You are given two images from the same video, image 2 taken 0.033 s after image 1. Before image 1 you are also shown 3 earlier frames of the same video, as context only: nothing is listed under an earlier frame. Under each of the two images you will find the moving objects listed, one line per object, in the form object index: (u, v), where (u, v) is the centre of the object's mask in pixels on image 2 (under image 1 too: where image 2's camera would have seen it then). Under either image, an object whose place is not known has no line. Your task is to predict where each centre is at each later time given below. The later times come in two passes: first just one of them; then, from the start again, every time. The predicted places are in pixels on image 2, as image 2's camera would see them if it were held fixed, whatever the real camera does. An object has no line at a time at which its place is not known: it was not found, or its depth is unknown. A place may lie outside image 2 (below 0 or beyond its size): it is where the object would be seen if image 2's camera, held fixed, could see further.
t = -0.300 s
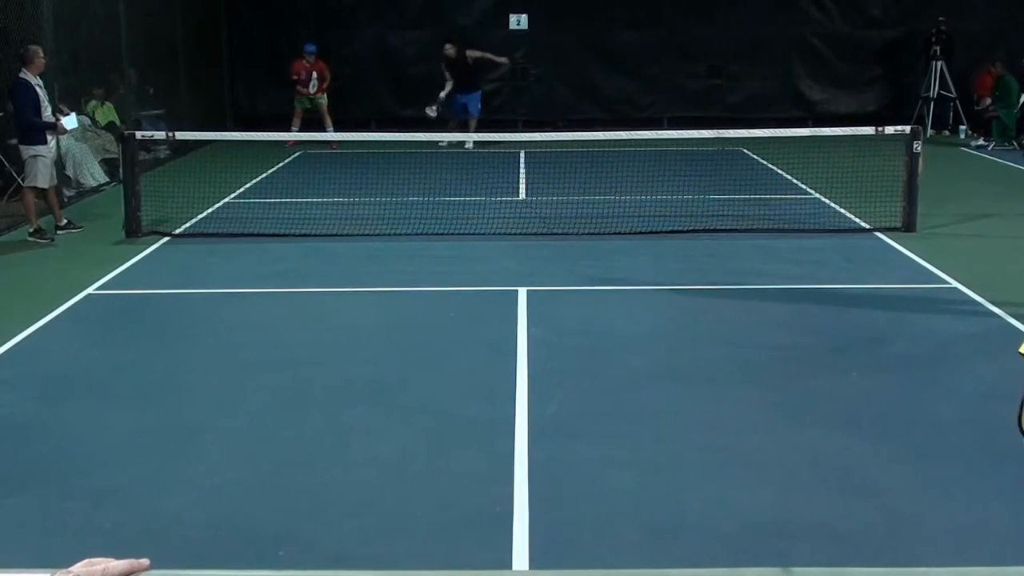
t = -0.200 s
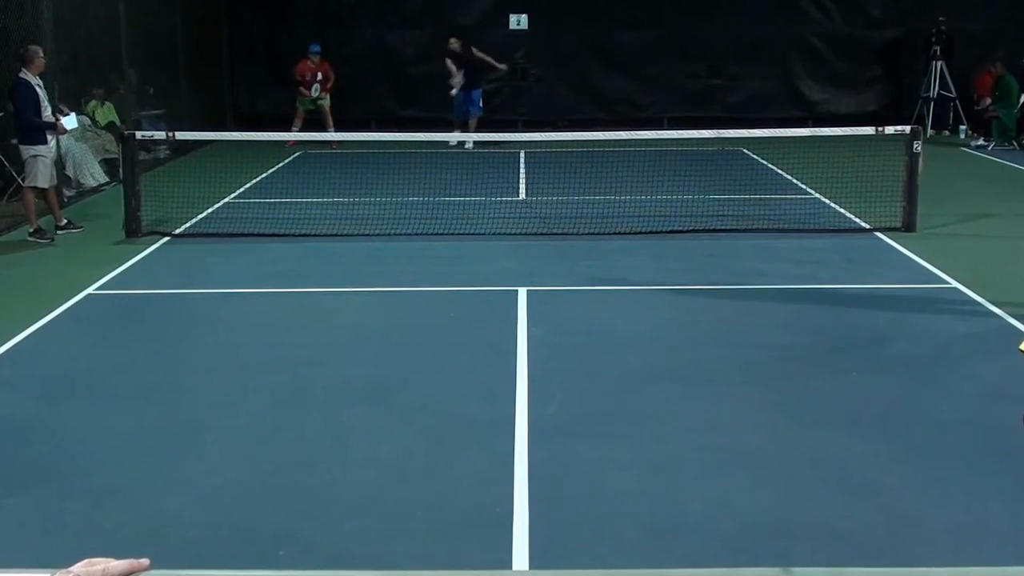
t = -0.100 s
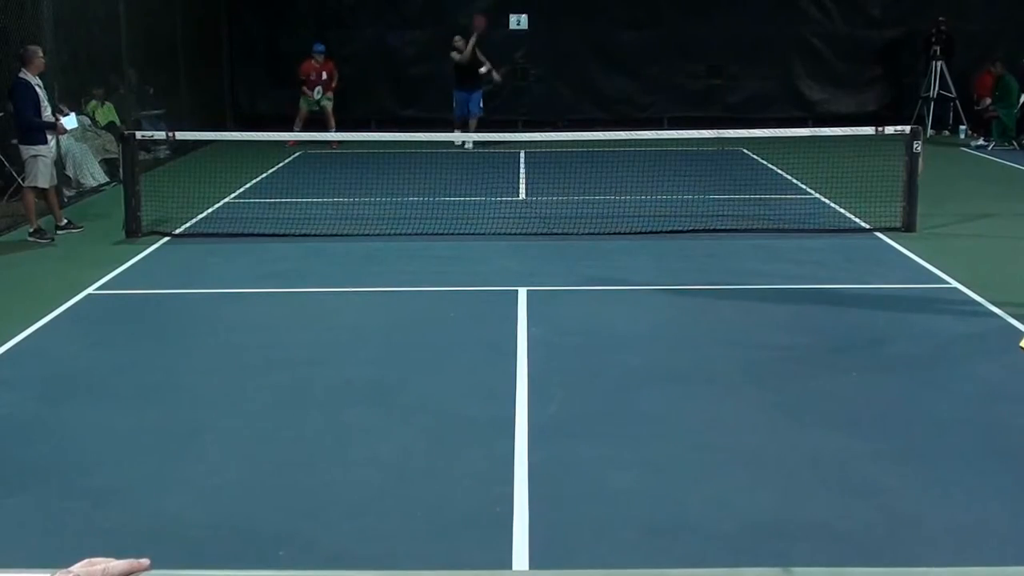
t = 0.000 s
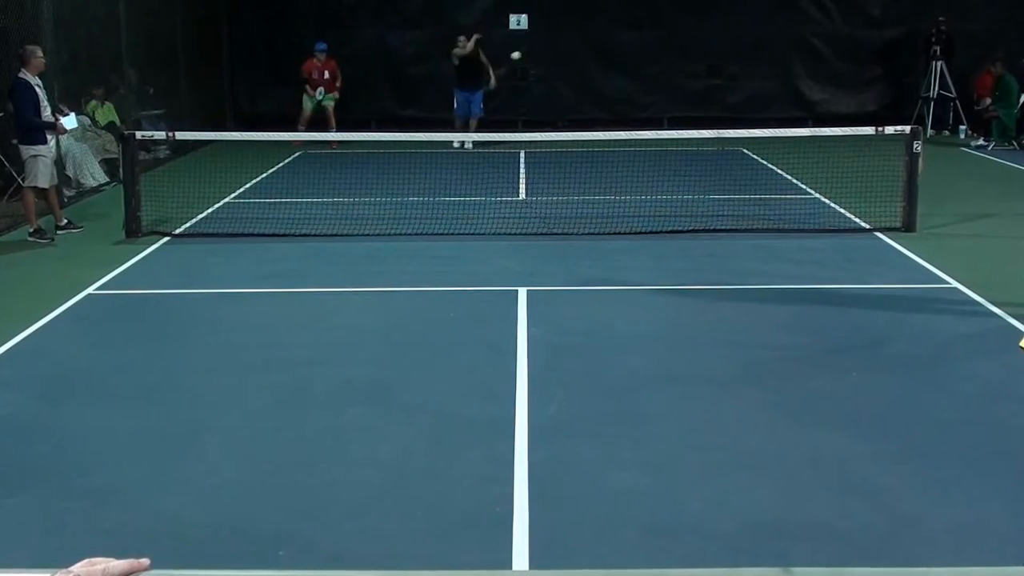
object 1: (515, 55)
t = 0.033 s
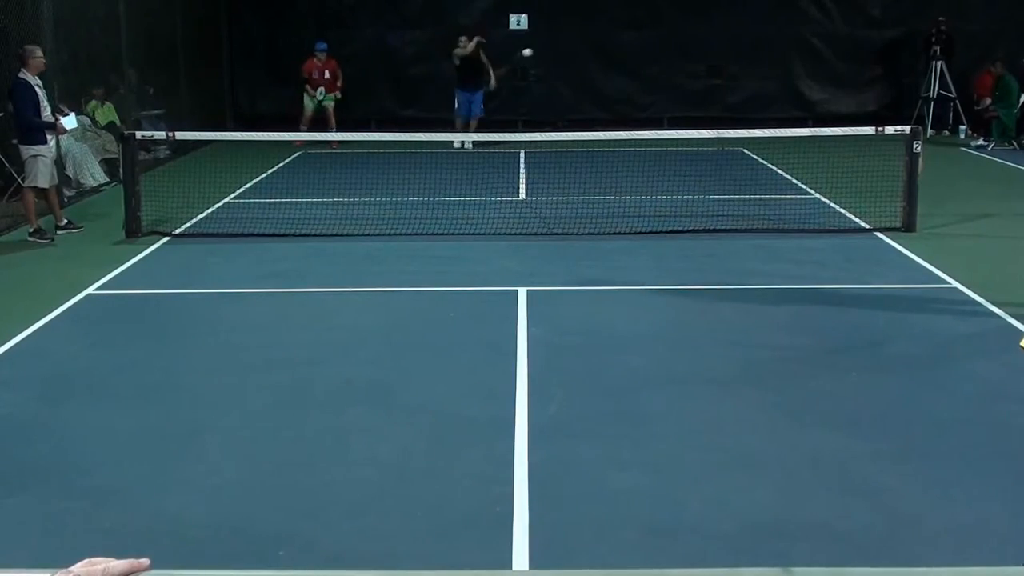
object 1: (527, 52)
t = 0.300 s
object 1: (641, 78)
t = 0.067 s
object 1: (539, 50)
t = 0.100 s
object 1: (552, 49)
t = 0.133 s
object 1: (565, 50)
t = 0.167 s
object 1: (579, 52)
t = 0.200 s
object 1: (594, 56)
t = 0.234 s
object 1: (608, 61)
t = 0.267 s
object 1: (624, 69)
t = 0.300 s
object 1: (641, 78)
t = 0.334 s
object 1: (659, 90)
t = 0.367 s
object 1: (677, 105)
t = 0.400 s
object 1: (696, 121)
